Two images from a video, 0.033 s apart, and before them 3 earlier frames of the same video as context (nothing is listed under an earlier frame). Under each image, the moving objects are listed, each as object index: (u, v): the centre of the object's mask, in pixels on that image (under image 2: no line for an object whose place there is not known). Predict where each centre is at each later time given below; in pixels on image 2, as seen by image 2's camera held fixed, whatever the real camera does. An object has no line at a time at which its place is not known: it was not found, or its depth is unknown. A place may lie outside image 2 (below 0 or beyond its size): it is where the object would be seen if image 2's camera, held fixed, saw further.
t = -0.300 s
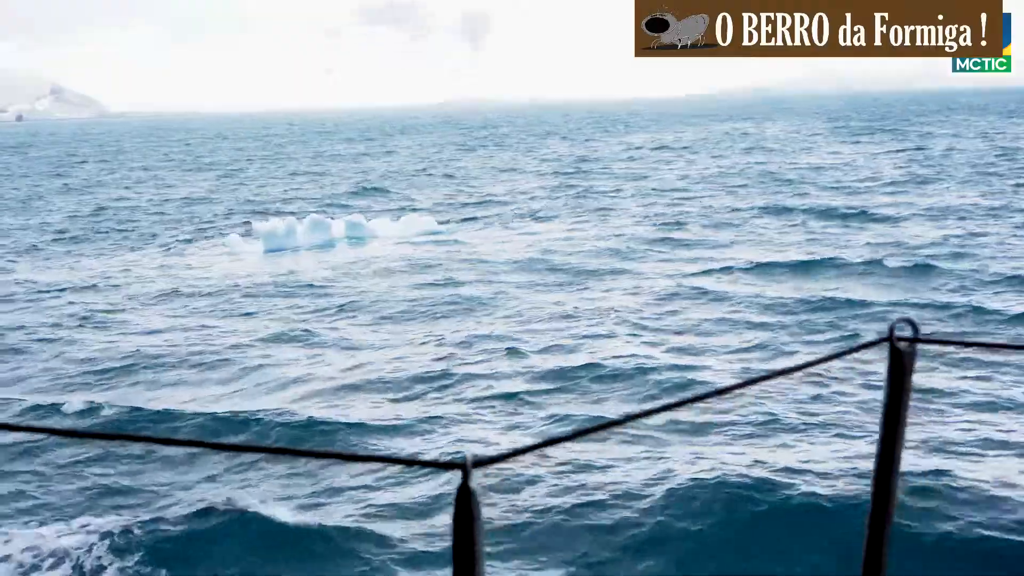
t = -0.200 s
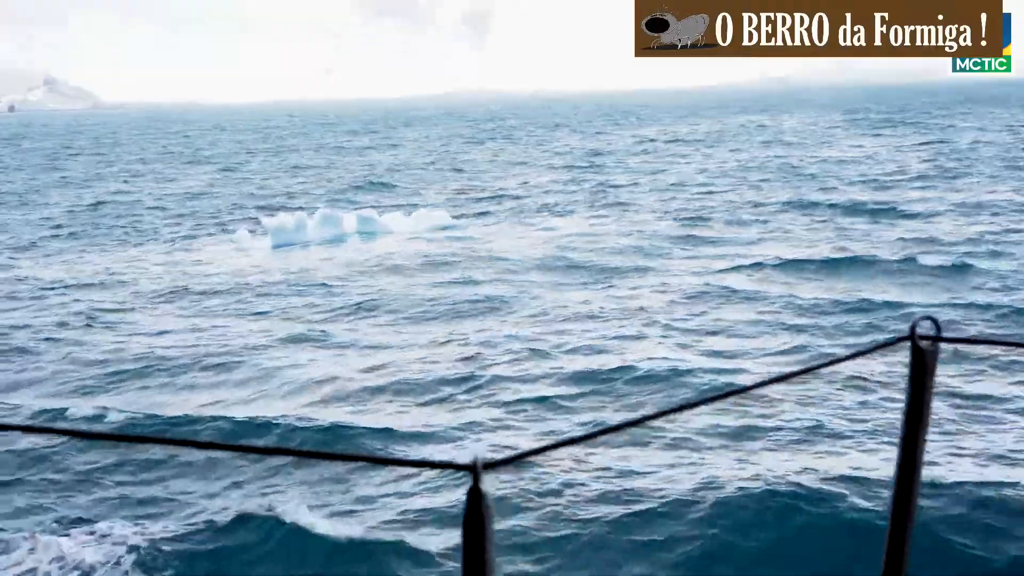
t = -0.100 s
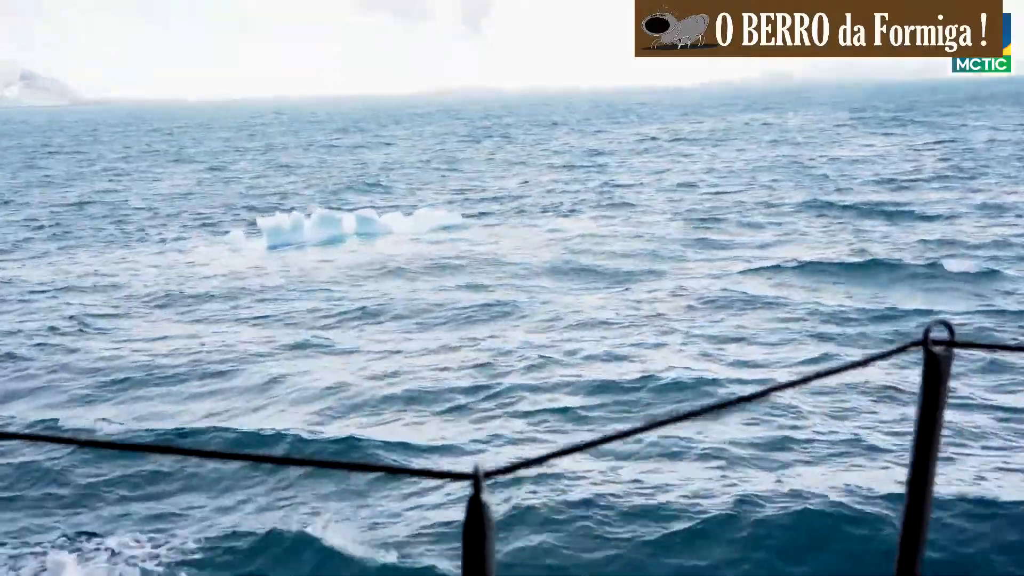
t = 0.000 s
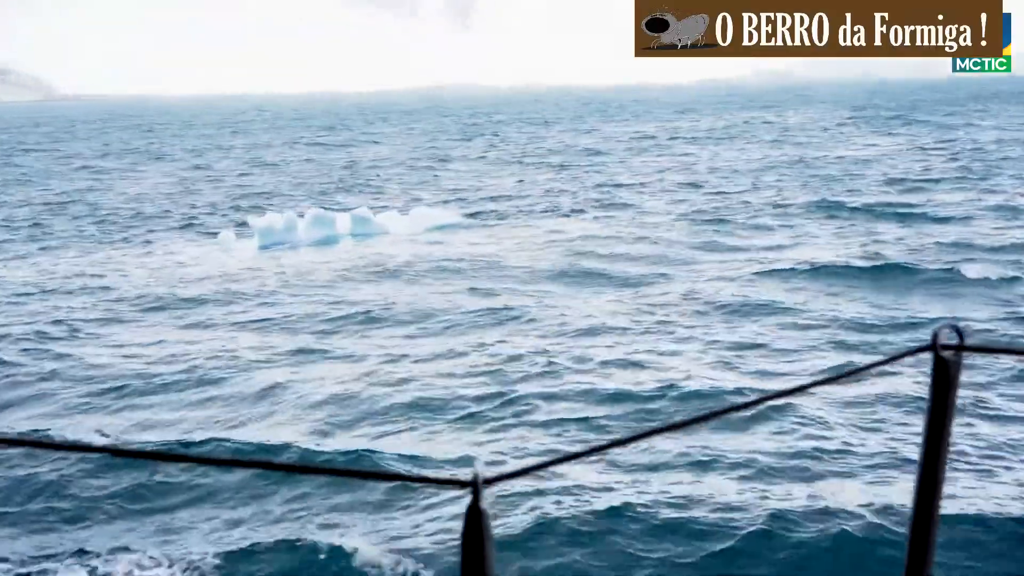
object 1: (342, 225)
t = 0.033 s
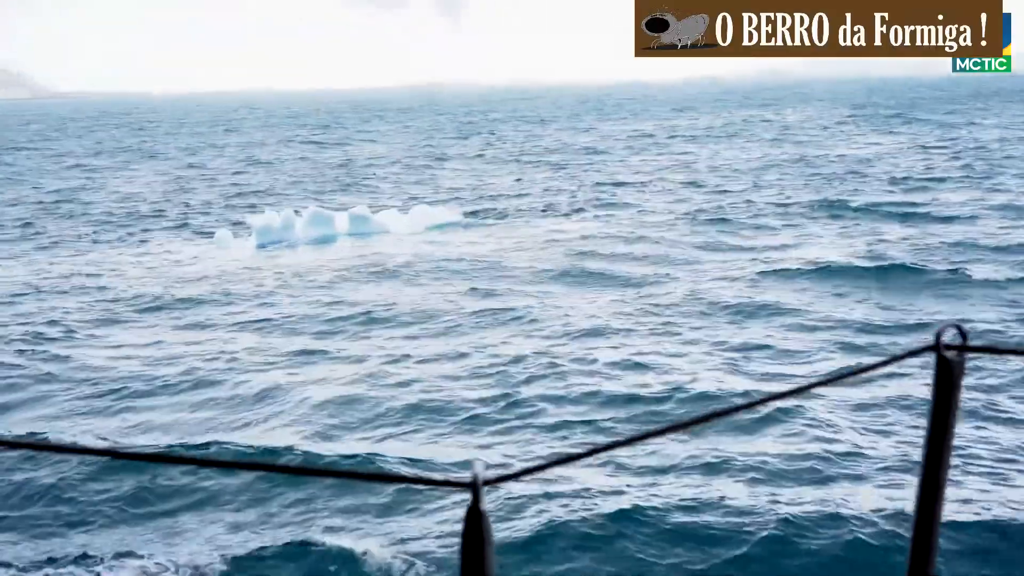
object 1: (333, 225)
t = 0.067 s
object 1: (333, 225)
